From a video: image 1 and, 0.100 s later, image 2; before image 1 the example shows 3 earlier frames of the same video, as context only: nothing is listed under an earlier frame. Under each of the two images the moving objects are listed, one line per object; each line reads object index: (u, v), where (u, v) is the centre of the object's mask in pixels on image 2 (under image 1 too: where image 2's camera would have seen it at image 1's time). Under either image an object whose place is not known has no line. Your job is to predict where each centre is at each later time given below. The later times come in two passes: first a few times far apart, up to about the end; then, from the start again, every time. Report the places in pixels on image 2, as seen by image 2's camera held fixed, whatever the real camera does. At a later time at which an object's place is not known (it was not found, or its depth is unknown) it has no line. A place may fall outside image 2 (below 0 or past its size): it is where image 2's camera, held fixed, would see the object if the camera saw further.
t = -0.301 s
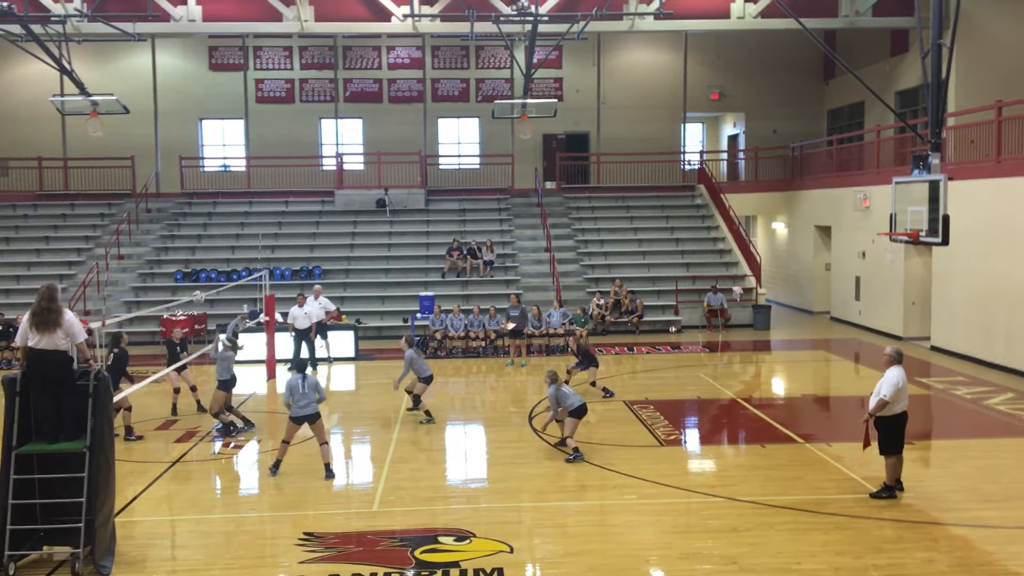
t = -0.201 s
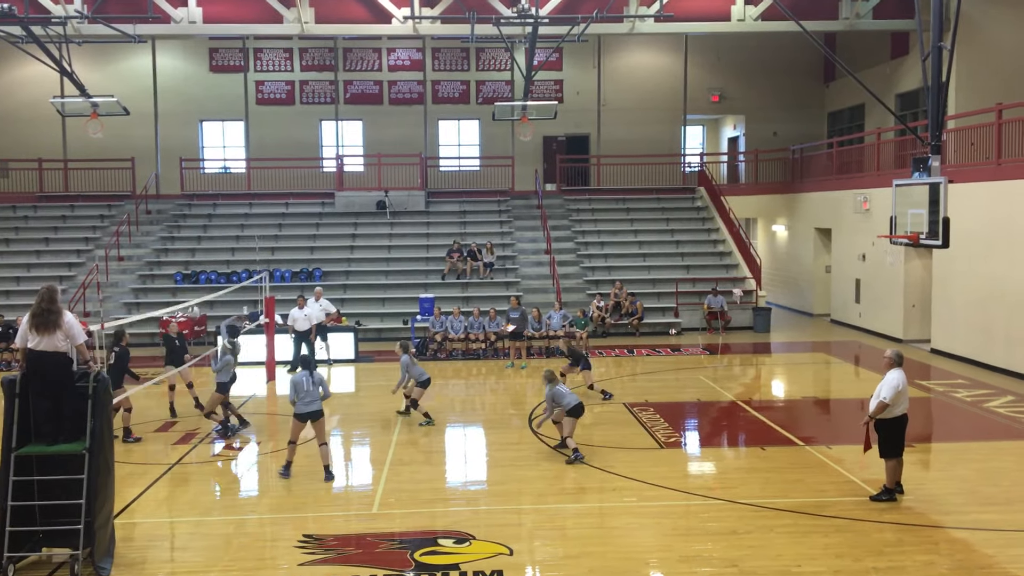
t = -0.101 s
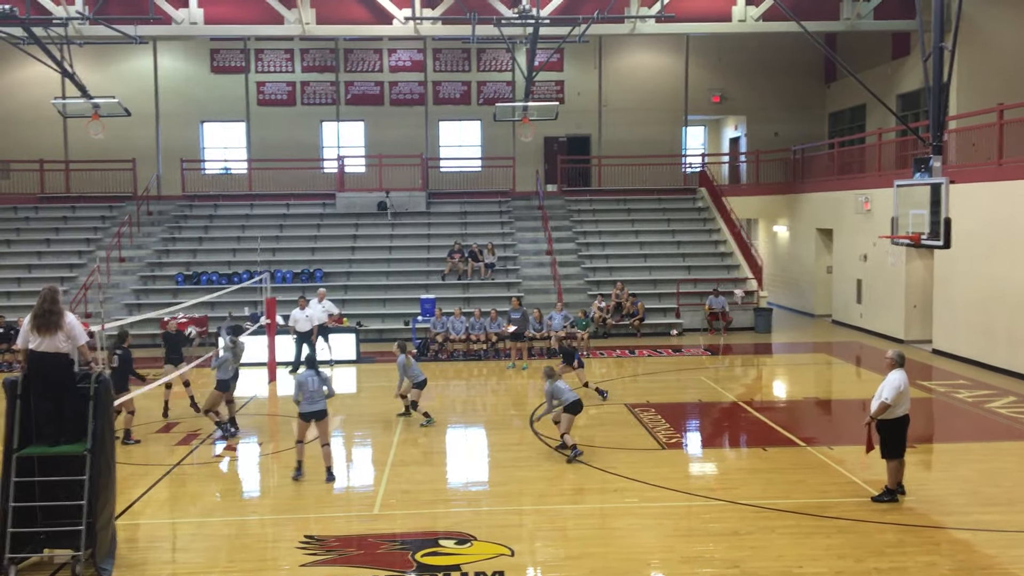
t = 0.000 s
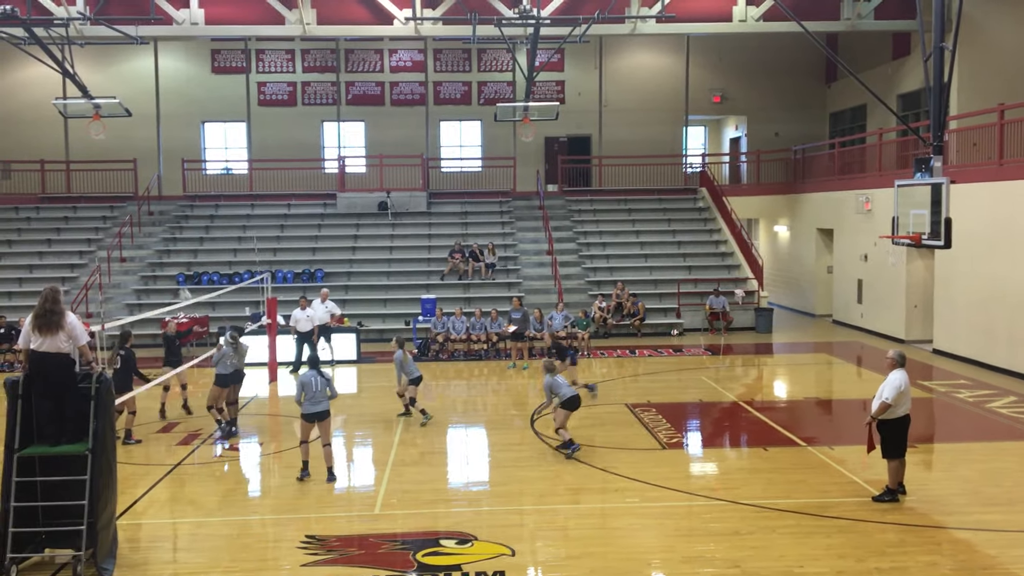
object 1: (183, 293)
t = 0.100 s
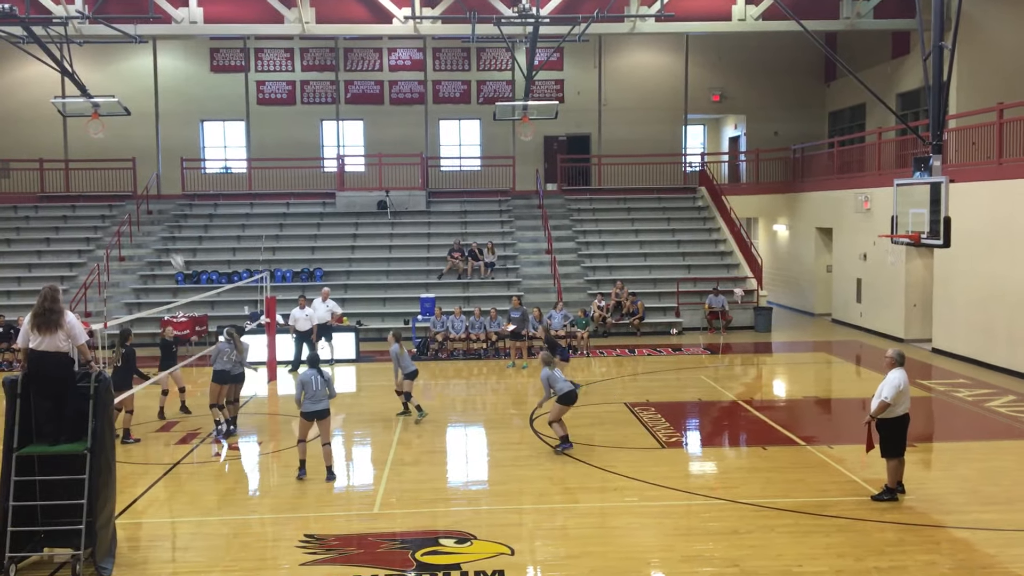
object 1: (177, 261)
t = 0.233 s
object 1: (167, 226)
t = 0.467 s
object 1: (151, 188)
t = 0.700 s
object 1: (136, 180)
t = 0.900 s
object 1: (125, 199)
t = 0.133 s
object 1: (174, 251)
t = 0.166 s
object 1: (172, 243)
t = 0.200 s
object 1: (169, 233)
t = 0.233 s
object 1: (167, 226)
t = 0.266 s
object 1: (164, 218)
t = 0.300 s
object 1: (162, 211)
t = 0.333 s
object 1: (160, 206)
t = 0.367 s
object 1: (158, 200)
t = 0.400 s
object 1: (156, 195)
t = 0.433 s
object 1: (154, 191)
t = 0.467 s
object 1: (151, 188)
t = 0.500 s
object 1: (149, 184)
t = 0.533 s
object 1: (146, 182)
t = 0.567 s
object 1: (145, 181)
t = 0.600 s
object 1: (142, 180)
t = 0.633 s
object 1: (140, 179)
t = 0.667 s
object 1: (138, 179)
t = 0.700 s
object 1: (136, 180)
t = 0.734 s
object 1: (134, 181)
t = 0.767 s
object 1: (132, 183)
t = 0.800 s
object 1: (130, 186)
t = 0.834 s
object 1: (128, 190)
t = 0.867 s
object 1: (126, 194)
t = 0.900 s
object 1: (125, 199)
